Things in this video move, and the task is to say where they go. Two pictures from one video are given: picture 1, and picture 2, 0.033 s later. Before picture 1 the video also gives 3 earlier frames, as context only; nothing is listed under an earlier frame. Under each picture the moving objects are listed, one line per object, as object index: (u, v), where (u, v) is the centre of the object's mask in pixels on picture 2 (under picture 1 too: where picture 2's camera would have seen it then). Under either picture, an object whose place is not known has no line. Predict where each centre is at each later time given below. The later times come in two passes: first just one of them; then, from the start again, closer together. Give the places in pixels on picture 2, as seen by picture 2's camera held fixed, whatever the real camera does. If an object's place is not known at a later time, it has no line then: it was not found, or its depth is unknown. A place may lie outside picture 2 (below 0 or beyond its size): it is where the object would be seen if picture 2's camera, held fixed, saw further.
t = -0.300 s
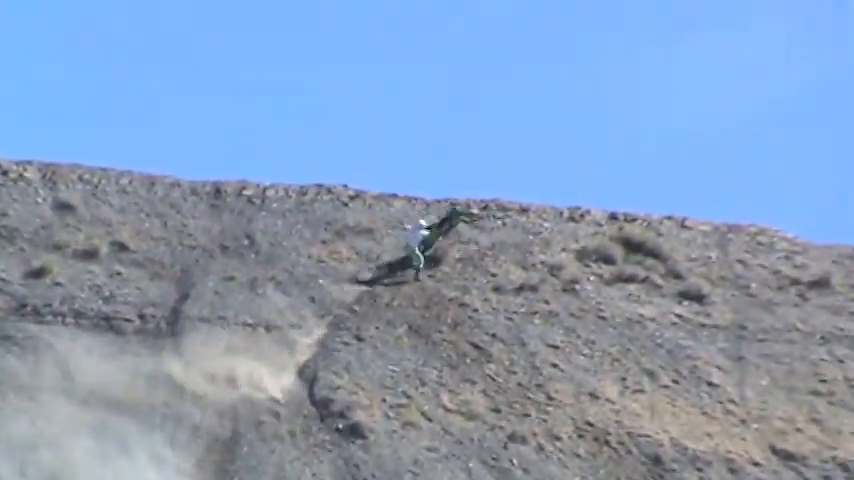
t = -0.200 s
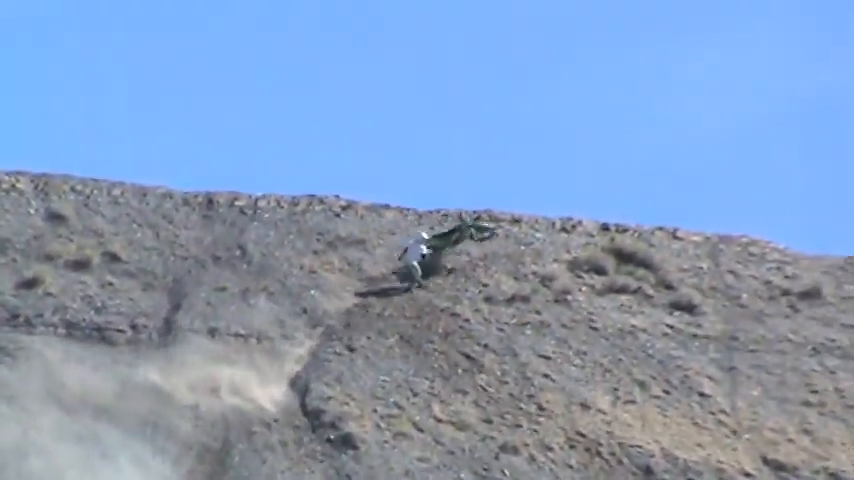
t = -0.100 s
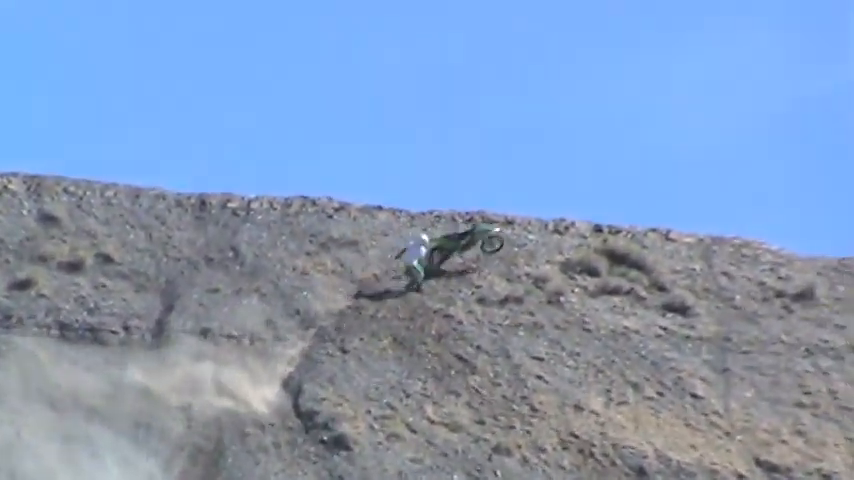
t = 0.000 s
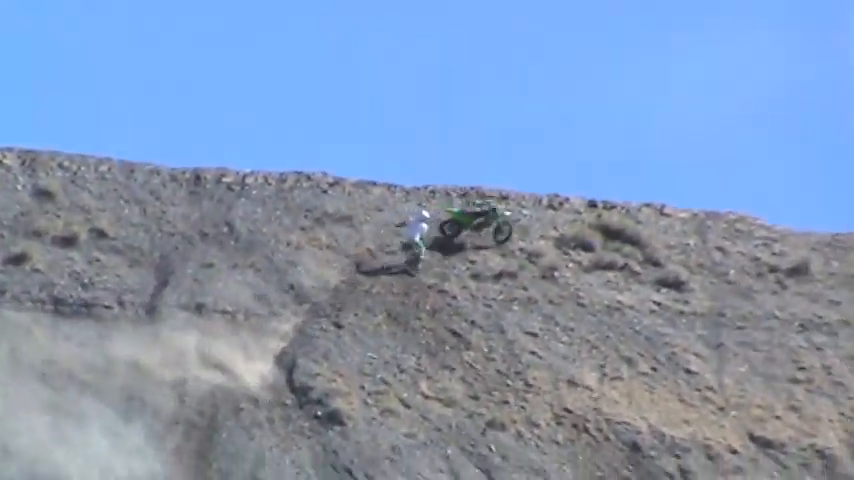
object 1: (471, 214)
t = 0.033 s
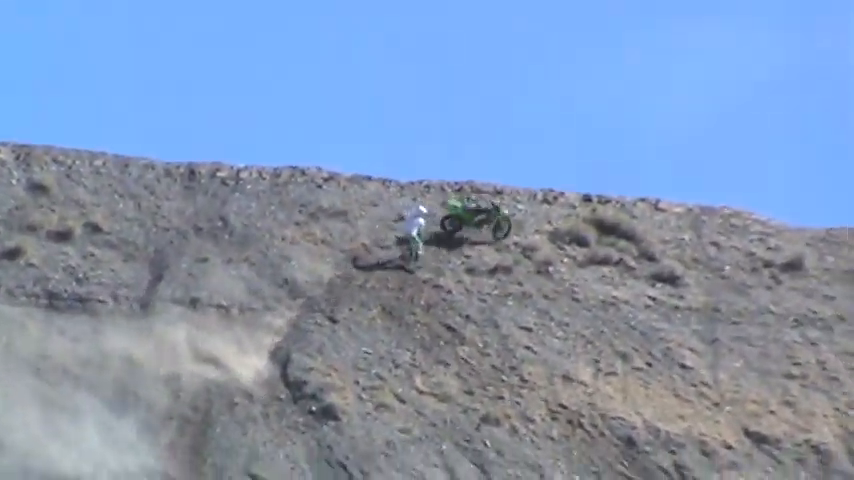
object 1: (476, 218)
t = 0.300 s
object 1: (530, 240)
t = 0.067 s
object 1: (485, 220)
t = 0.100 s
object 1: (492, 222)
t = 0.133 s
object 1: (497, 221)
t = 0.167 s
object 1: (505, 226)
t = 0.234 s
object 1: (512, 234)
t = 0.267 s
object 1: (525, 236)
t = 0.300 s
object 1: (530, 240)
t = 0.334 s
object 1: (540, 243)
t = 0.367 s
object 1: (549, 244)
